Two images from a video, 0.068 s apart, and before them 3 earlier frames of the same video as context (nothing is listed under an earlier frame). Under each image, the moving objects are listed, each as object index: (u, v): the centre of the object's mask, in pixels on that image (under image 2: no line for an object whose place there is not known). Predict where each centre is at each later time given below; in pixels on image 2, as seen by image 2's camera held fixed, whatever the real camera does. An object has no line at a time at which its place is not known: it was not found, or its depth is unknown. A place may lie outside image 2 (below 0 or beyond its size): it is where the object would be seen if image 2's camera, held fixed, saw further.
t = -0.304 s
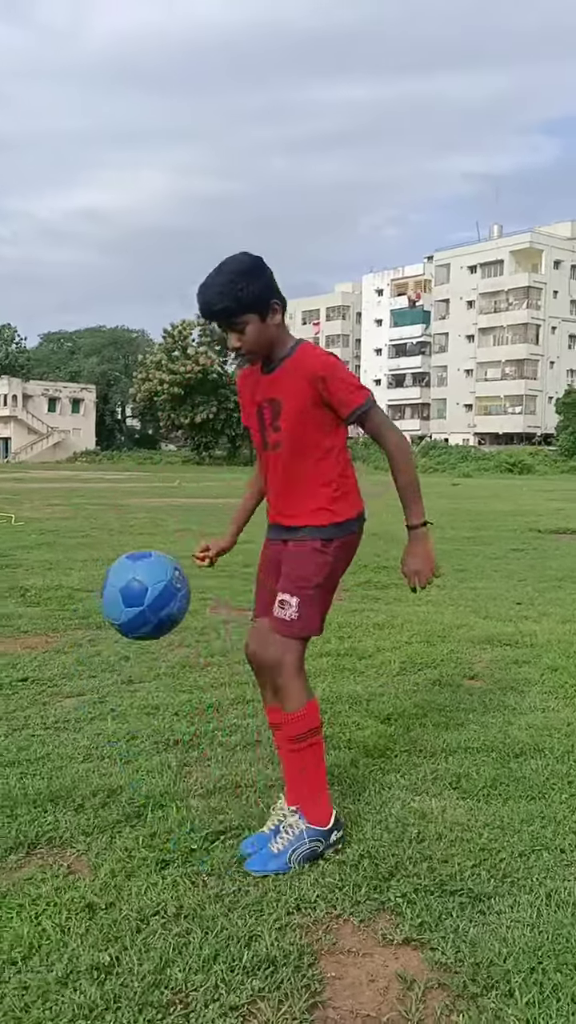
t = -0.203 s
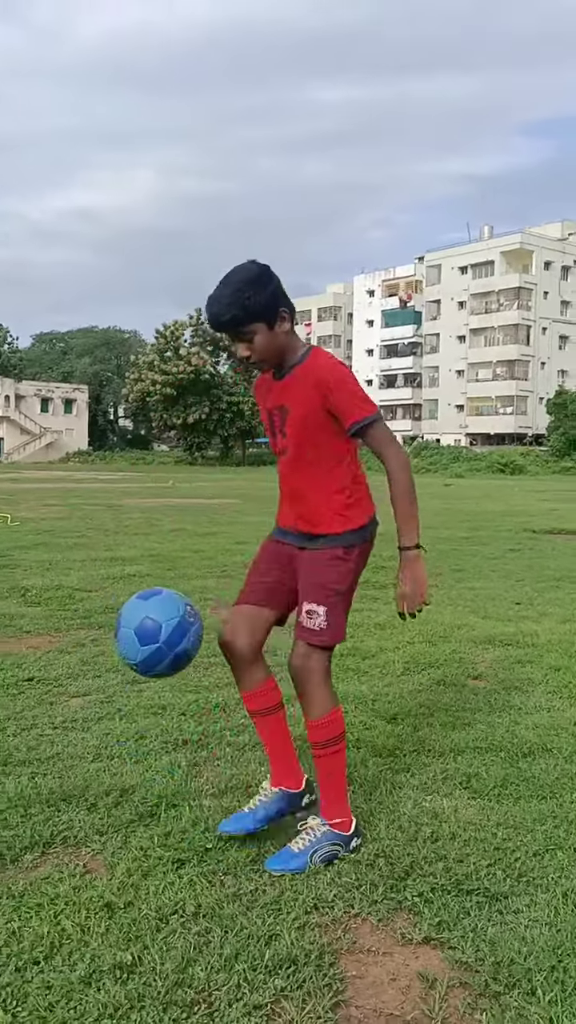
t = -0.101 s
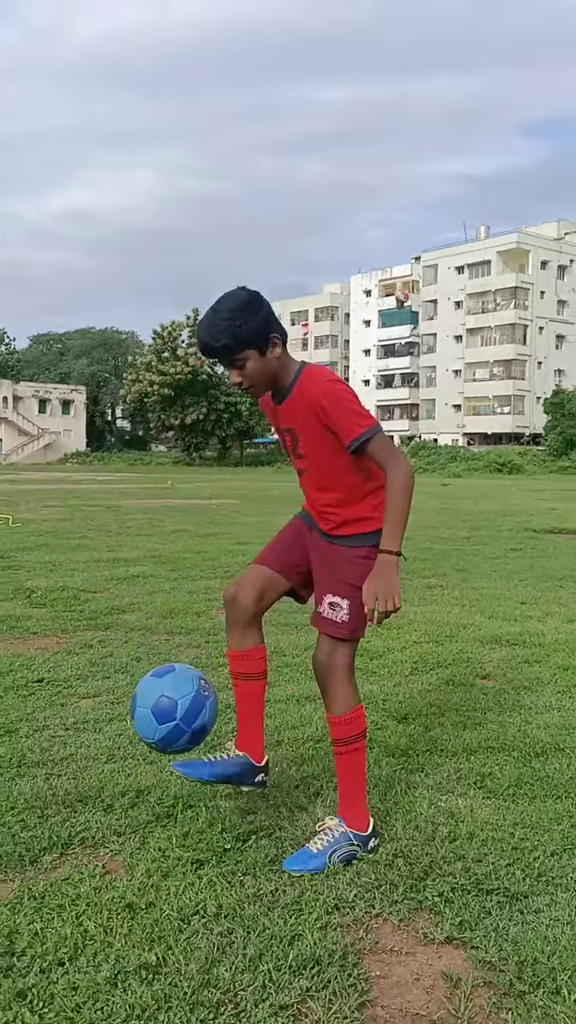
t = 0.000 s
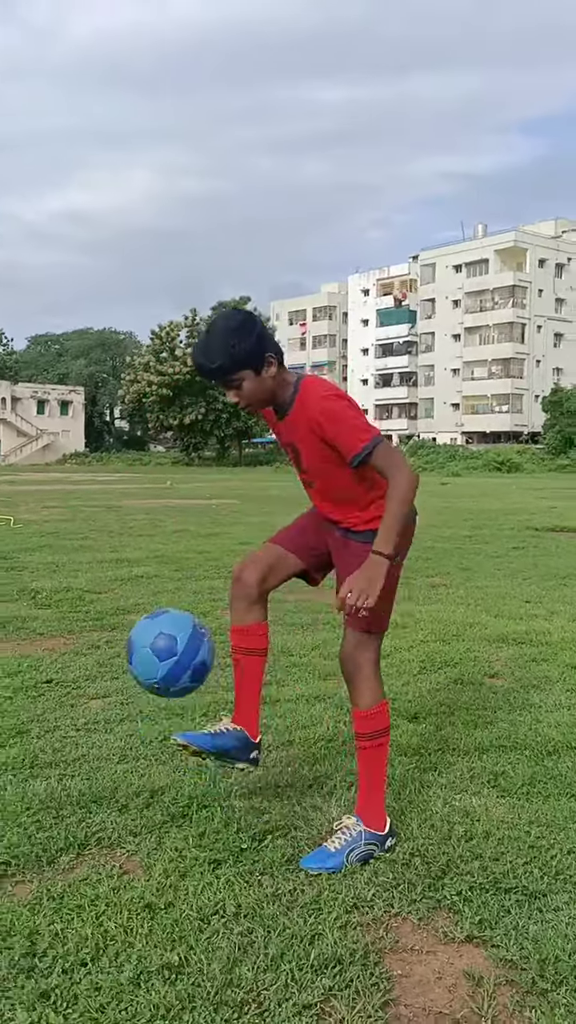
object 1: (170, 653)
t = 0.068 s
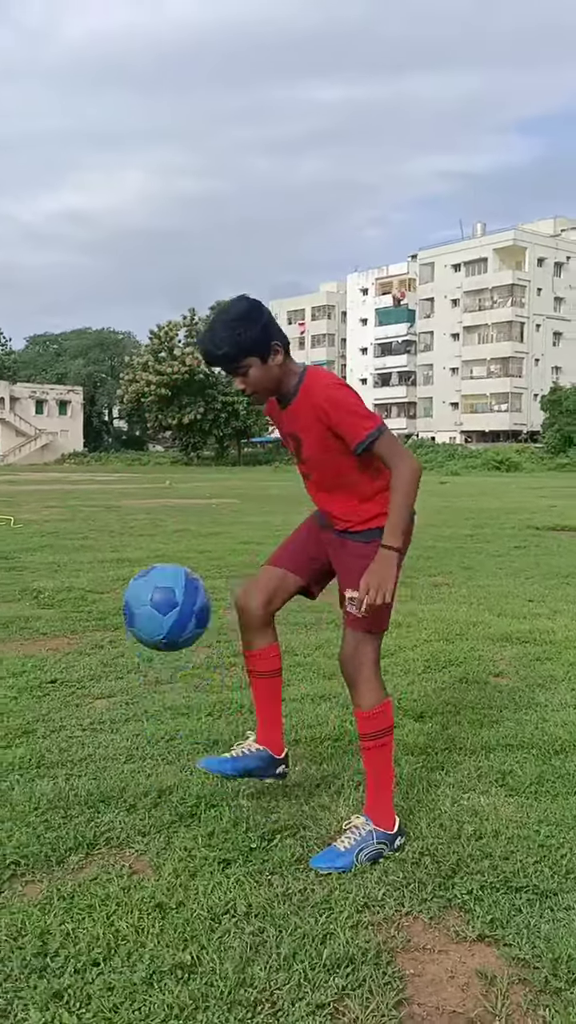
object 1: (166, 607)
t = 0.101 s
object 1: (161, 591)
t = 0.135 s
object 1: (156, 579)
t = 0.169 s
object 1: (151, 571)
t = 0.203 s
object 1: (146, 567)
